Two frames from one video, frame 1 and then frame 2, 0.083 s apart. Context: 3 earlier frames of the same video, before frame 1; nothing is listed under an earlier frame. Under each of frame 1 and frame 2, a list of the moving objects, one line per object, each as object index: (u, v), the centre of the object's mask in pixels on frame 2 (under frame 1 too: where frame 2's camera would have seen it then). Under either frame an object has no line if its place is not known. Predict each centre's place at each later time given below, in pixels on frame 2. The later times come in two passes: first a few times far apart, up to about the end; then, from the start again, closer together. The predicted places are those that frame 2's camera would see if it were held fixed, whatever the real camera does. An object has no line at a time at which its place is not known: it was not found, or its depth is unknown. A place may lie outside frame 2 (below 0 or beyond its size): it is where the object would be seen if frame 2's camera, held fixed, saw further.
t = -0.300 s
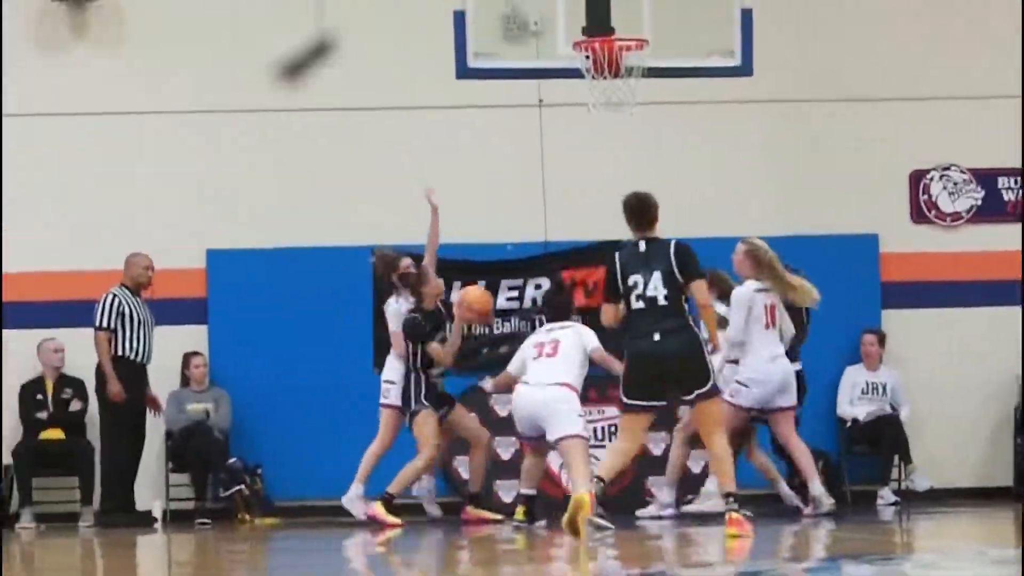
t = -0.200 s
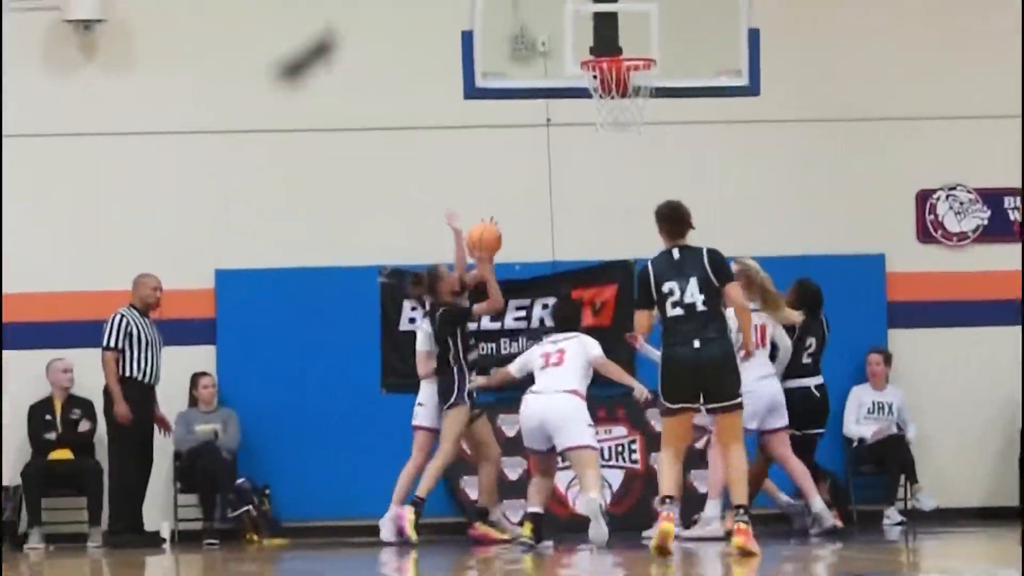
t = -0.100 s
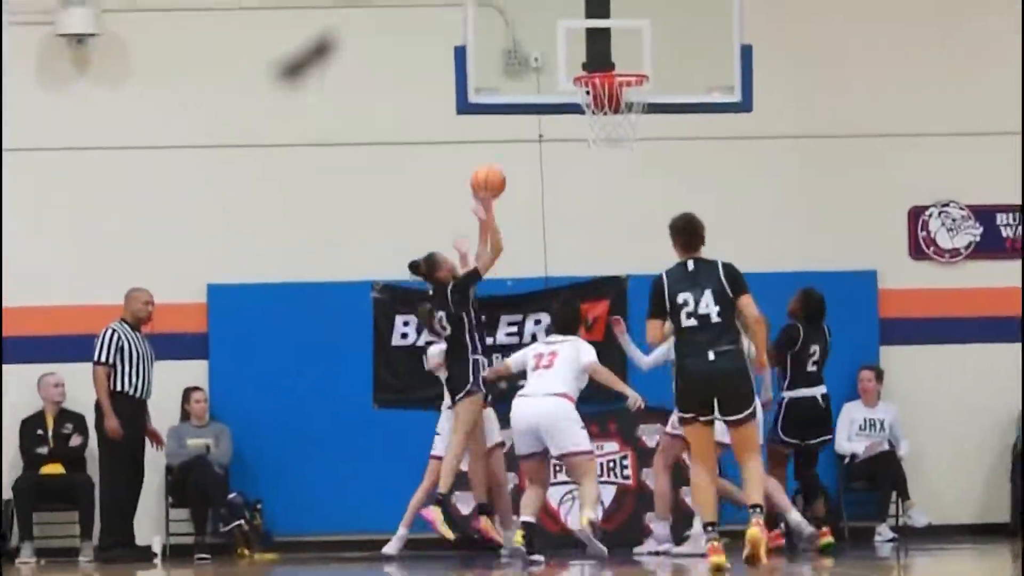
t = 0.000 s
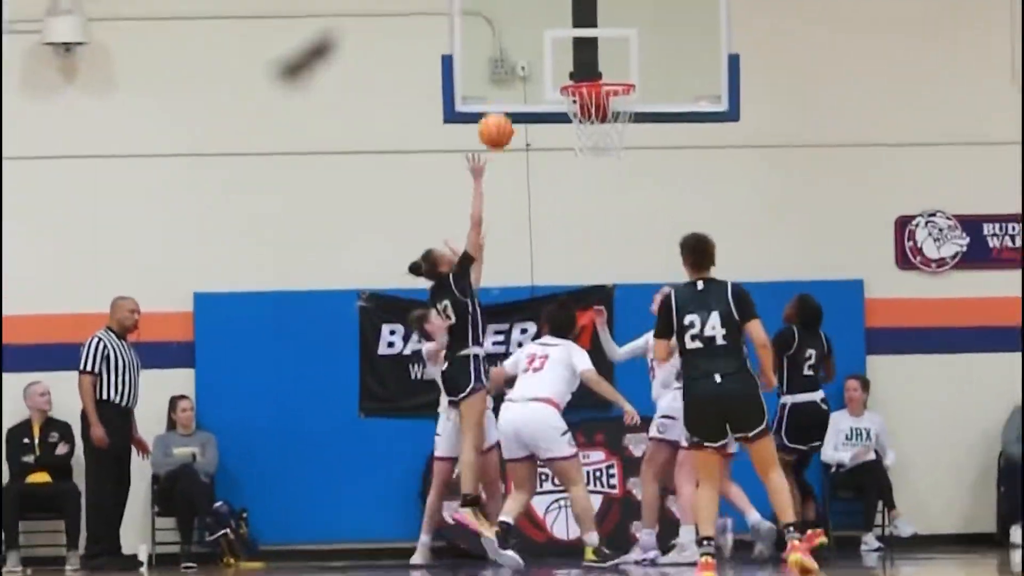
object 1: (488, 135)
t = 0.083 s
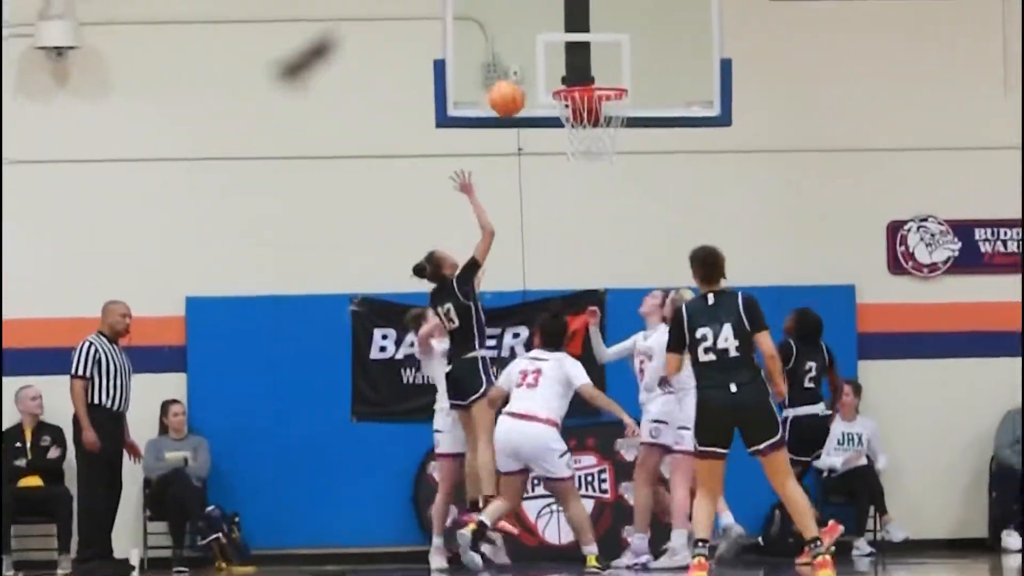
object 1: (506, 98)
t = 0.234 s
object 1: (539, 62)
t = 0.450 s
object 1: (584, 74)
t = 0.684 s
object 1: (601, 121)
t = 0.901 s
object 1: (594, 161)
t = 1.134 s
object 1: (584, 261)
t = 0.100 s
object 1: (510, 92)
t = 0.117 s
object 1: (515, 86)
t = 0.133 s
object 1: (518, 82)
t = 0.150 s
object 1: (521, 77)
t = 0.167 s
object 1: (525, 73)
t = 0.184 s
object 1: (529, 68)
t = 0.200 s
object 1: (532, 66)
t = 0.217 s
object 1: (536, 64)
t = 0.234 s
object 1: (539, 62)
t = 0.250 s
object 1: (543, 60)
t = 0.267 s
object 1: (547, 59)
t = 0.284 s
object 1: (549, 58)
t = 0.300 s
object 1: (553, 59)
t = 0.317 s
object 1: (556, 60)
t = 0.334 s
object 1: (560, 60)
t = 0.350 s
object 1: (563, 61)
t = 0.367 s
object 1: (566, 62)
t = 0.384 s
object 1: (570, 66)
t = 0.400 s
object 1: (573, 68)
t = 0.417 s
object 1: (577, 70)
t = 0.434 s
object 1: (579, 72)
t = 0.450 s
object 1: (584, 74)
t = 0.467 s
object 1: (587, 77)
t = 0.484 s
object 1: (589, 79)
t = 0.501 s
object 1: (589, 79)
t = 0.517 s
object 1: (591, 81)
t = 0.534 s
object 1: (592, 90)
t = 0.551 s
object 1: (593, 93)
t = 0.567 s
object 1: (592, 99)
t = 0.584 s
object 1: (594, 102)
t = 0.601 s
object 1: (596, 106)
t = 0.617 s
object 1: (598, 109)
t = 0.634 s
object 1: (600, 112)
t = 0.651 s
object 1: (599, 117)
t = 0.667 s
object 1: (600, 120)
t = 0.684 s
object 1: (601, 121)
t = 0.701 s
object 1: (601, 124)
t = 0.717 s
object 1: (601, 128)
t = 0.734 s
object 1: (602, 129)
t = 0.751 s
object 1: (600, 131)
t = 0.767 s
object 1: (600, 134)
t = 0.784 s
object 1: (599, 137)
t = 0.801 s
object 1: (598, 138)
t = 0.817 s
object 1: (598, 141)
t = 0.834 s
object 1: (597, 145)
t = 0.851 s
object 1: (597, 147)
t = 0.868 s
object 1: (596, 149)
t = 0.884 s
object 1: (594, 152)
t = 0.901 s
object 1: (594, 161)
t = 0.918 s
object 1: (593, 165)
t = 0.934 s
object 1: (592, 168)
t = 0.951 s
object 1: (591, 175)
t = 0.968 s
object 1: (590, 180)
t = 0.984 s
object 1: (590, 186)
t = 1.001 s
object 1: (589, 193)
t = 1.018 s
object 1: (588, 200)
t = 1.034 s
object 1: (587, 208)
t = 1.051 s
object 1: (587, 216)
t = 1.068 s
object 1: (587, 224)
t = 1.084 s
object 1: (586, 233)
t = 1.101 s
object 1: (585, 242)
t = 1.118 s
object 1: (585, 251)
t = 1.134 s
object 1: (584, 261)
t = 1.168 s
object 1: (582, 282)
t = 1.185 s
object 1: (582, 293)
